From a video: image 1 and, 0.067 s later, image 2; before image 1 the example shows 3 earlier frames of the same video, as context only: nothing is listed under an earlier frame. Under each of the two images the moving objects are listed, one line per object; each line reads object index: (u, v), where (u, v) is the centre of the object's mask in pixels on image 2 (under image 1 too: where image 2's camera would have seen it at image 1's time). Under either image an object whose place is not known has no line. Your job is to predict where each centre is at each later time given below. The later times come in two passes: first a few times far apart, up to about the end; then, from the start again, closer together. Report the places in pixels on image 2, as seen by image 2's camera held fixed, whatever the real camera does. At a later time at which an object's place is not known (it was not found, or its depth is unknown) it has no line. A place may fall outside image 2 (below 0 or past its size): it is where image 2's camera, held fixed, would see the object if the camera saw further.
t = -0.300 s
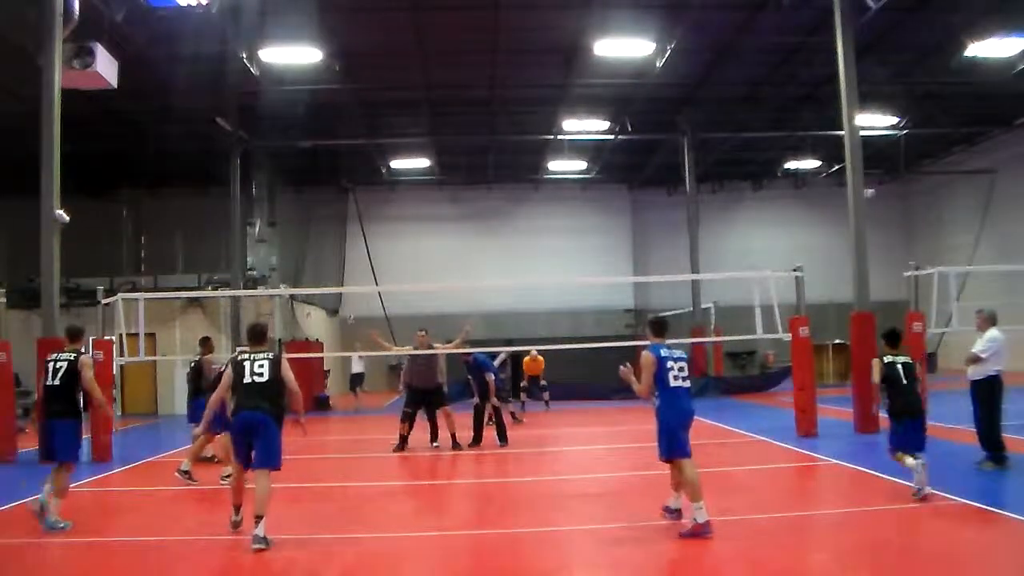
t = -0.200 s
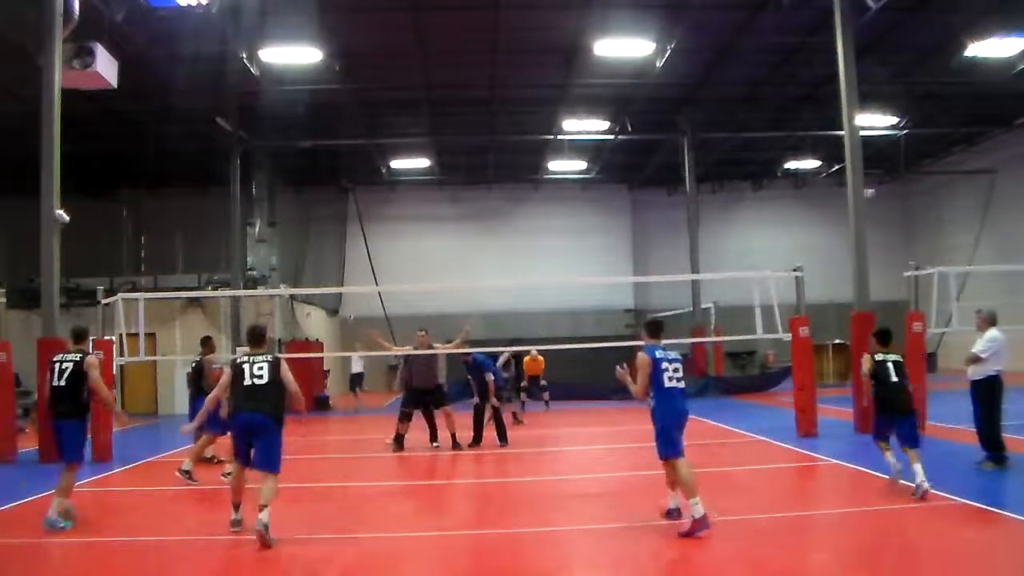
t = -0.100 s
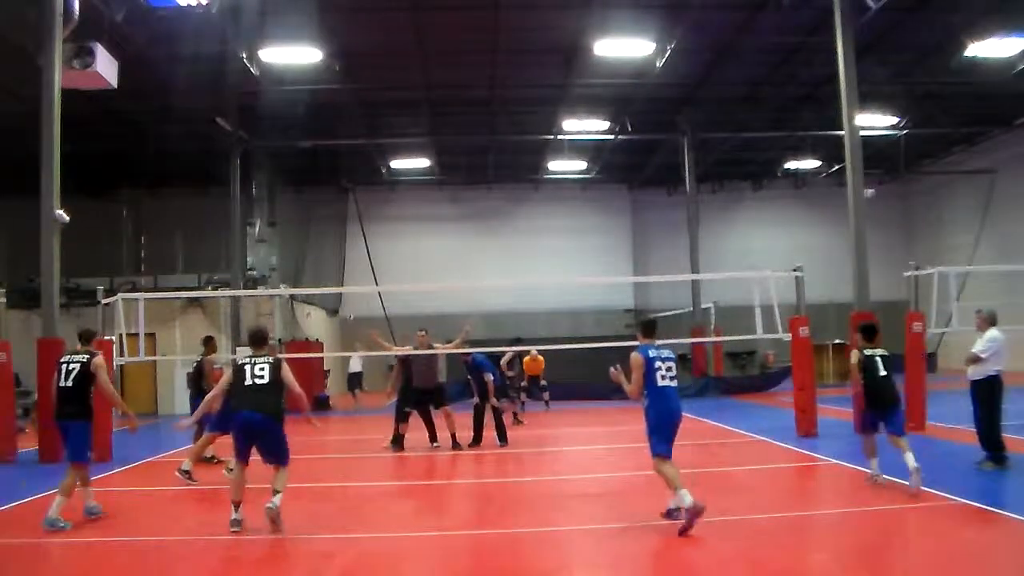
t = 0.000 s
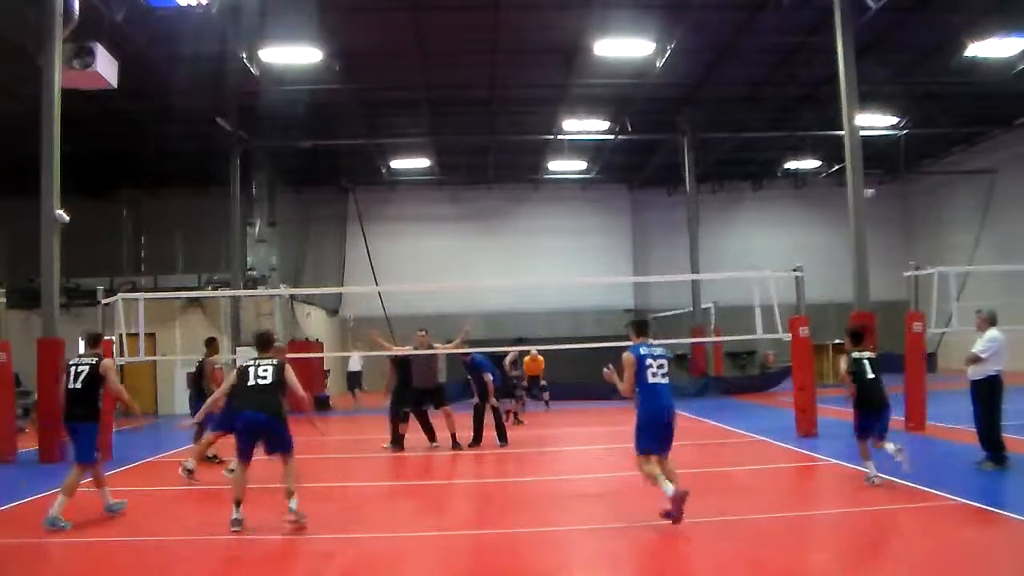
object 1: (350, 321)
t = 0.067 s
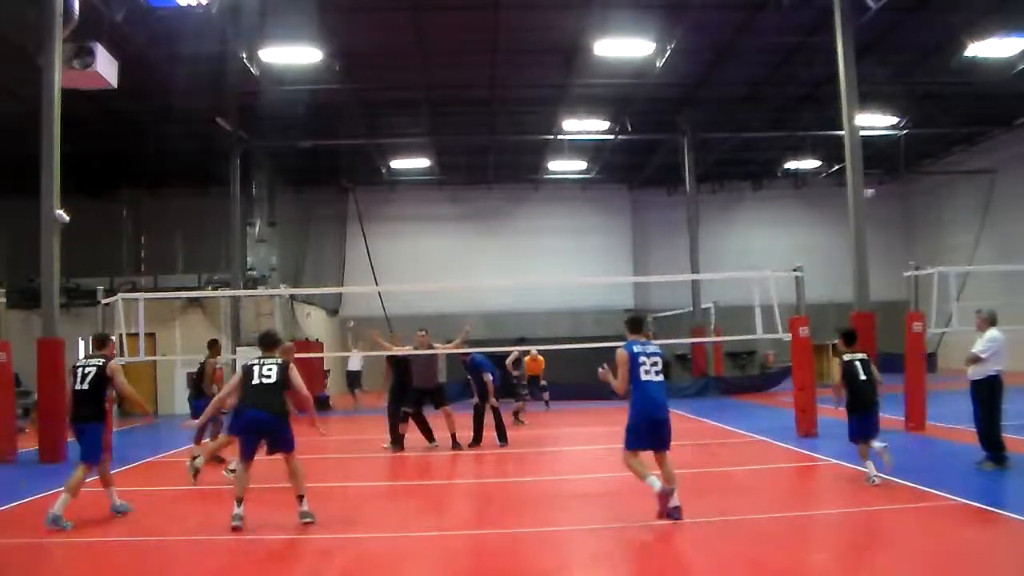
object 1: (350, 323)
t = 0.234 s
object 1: (336, 284)
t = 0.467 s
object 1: (311, 237)
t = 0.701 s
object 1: (280, 205)
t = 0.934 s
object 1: (236, 198)
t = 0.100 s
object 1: (348, 316)
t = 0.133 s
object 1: (348, 316)
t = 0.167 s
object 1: (341, 301)
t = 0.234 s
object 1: (336, 284)
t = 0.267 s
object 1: (333, 275)
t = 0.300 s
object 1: (328, 268)
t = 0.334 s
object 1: (326, 261)
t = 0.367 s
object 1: (322, 254)
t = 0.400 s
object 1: (318, 248)
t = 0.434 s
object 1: (314, 243)
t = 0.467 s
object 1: (311, 237)
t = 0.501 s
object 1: (307, 231)
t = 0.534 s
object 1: (303, 226)
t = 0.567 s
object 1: (299, 221)
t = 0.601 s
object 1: (294, 216)
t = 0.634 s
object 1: (290, 212)
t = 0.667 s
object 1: (285, 208)
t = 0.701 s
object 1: (280, 205)
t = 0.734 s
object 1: (274, 204)
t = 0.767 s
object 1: (270, 201)
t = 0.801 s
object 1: (263, 199)
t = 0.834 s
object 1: (257, 198)
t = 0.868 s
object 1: (250, 198)
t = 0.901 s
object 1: (244, 198)
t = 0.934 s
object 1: (236, 198)
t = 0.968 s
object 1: (230, 199)
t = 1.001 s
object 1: (221, 203)
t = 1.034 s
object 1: (213, 206)
